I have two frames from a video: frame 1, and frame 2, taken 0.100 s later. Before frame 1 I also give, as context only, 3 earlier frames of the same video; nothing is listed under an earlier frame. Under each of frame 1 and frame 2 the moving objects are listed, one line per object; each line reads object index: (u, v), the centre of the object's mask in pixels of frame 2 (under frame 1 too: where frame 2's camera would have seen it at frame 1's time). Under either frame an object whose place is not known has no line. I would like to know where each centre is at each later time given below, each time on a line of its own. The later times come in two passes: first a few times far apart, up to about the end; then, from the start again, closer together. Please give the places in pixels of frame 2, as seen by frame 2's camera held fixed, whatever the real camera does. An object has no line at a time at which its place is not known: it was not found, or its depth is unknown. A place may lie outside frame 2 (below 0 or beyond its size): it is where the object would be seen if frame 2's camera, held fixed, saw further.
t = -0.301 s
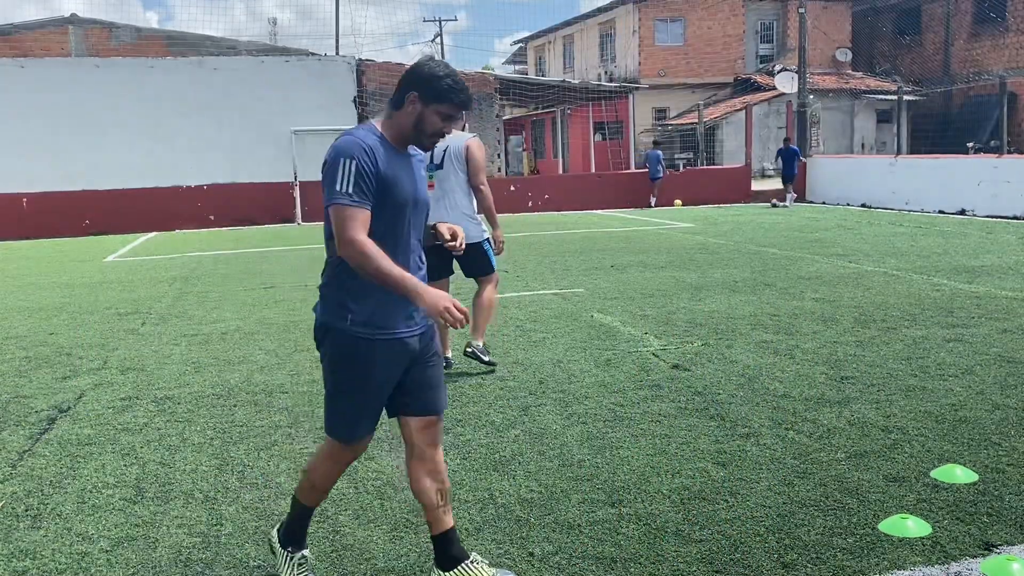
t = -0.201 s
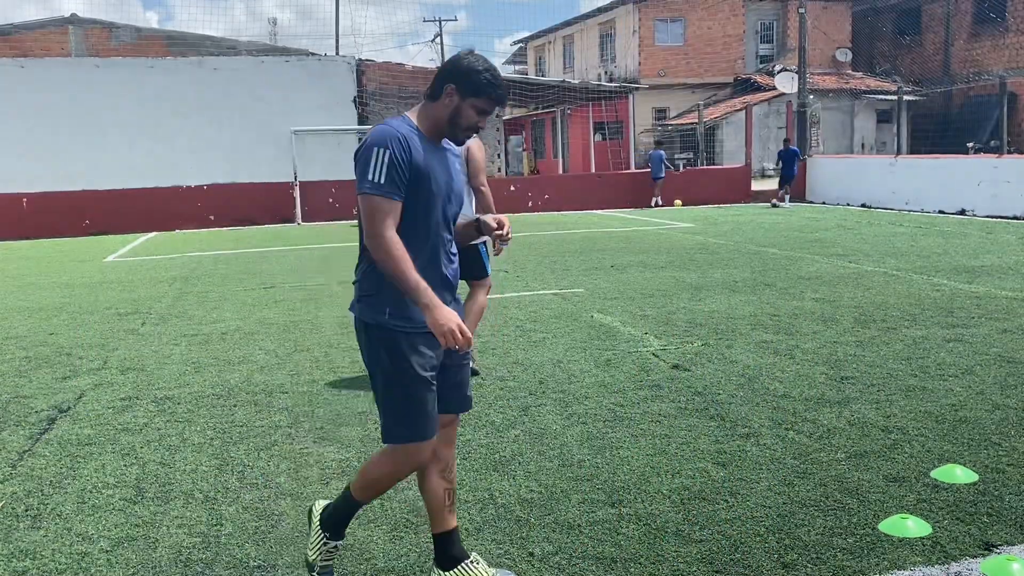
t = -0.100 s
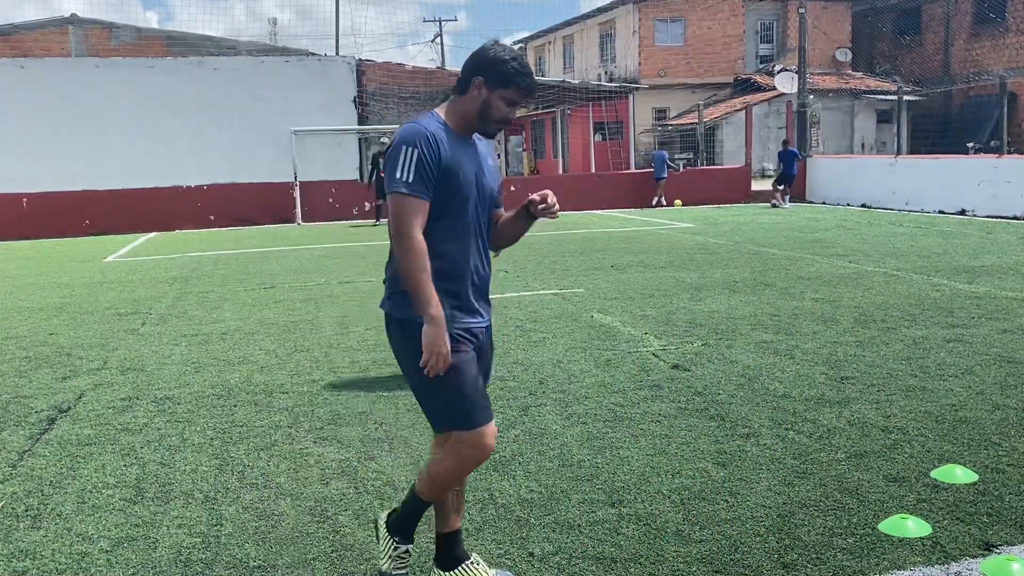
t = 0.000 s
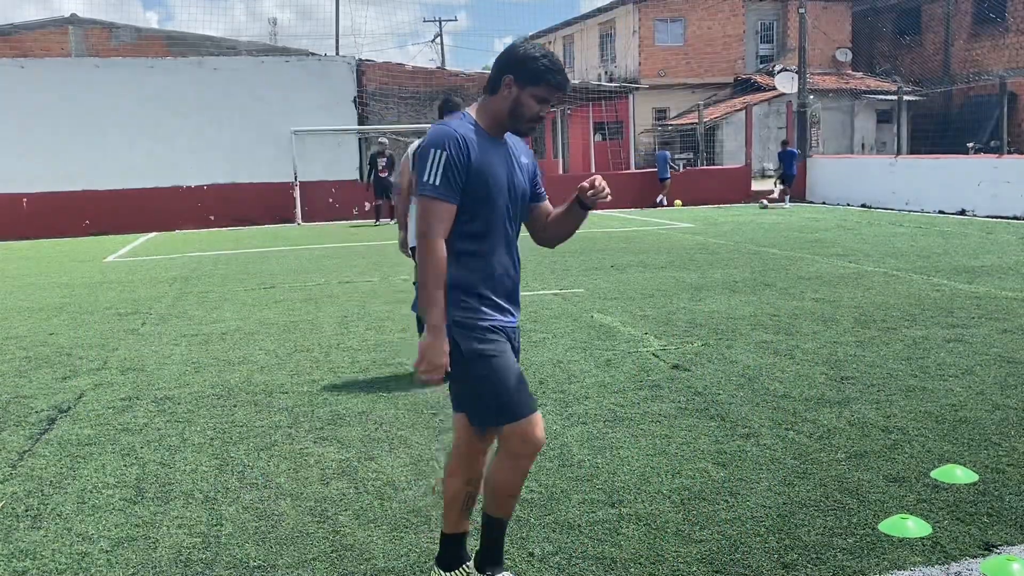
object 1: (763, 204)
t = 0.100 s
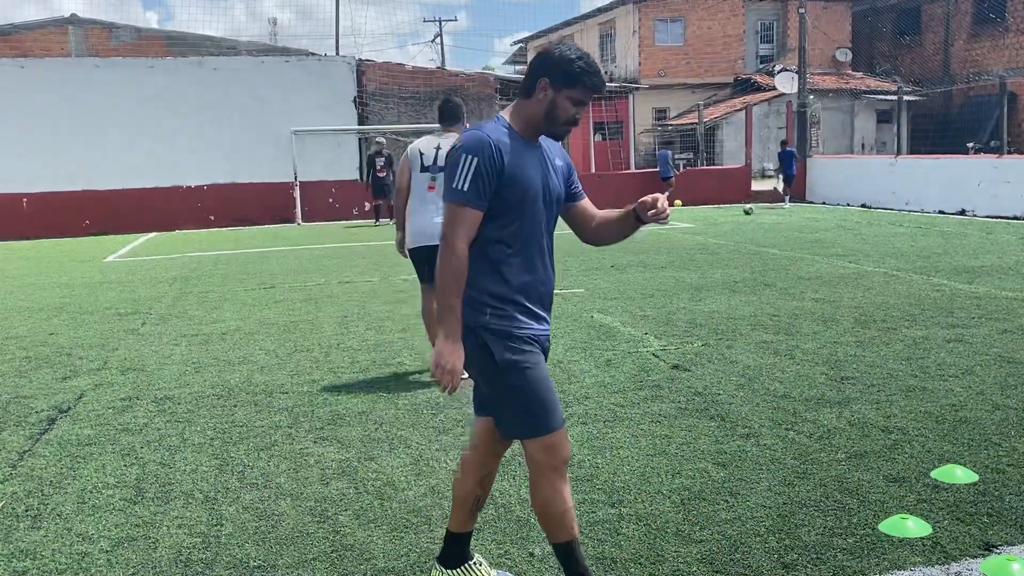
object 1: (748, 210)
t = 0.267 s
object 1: (722, 217)
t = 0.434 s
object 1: (696, 224)
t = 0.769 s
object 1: (643, 239)
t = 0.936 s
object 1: (613, 247)
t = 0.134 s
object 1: (743, 211)
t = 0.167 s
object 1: (738, 212)
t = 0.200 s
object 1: (733, 213)
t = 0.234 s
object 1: (728, 215)
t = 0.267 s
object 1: (722, 217)
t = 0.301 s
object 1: (717, 219)
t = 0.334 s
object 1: (712, 220)
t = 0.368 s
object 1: (707, 220)
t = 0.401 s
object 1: (702, 222)
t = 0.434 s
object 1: (696, 224)
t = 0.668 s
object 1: (658, 237)
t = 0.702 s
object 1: (653, 237)
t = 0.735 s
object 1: (648, 238)
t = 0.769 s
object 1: (643, 239)
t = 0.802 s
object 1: (636, 241)
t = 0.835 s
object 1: (631, 244)
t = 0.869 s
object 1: (626, 246)
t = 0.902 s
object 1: (621, 247)
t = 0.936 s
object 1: (613, 247)
